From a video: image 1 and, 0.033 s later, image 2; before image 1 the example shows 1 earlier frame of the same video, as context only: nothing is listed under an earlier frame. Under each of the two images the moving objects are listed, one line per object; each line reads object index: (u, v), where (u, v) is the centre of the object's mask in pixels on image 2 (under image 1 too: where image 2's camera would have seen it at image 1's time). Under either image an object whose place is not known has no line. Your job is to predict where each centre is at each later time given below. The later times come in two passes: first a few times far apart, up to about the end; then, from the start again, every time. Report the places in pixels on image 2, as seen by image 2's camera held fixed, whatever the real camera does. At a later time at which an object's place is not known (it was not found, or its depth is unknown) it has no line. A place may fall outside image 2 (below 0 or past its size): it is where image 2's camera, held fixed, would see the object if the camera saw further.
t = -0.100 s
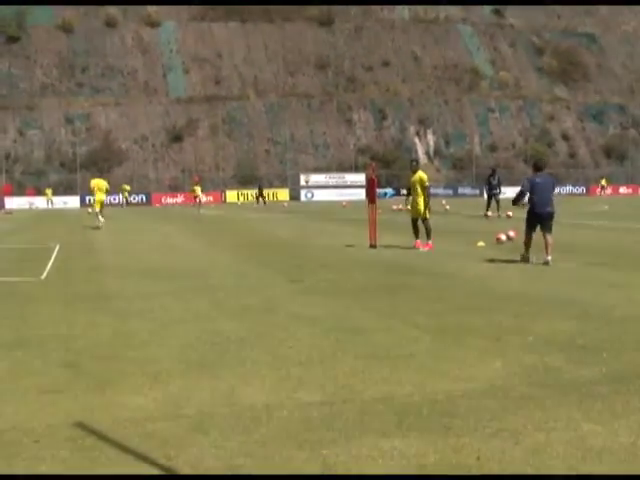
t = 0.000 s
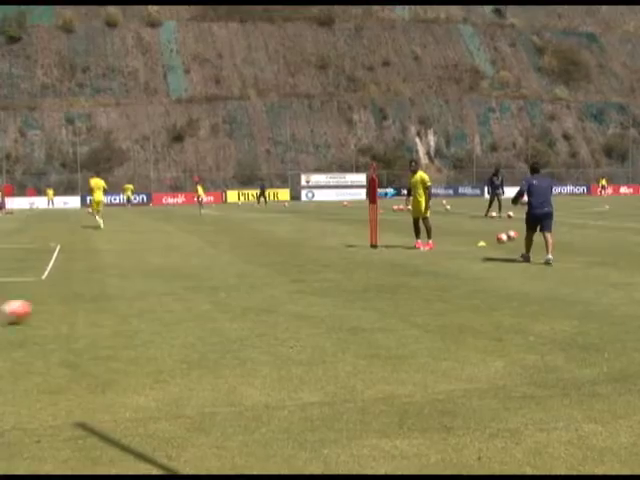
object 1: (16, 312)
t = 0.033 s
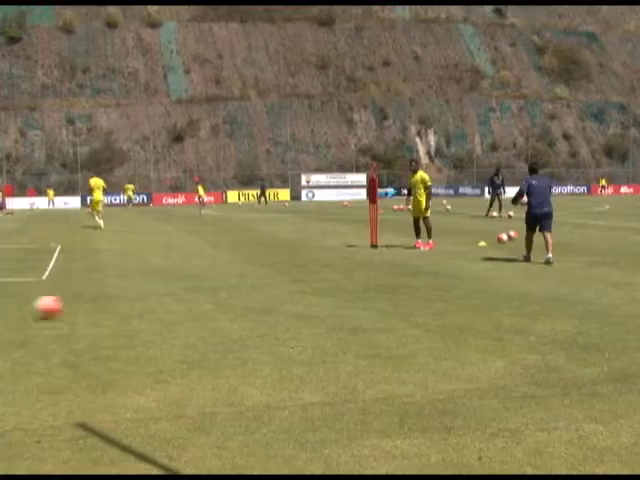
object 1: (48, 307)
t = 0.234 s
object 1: (192, 289)
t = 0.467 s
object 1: (303, 271)
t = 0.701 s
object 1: (377, 262)
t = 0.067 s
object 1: (77, 304)
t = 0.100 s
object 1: (105, 301)
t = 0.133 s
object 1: (128, 297)
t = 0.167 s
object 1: (151, 293)
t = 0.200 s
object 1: (172, 291)
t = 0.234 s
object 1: (192, 289)
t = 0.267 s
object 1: (211, 286)
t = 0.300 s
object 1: (229, 283)
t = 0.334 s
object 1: (246, 281)
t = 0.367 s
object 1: (261, 279)
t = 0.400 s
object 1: (276, 277)
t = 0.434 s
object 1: (290, 274)
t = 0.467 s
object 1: (303, 271)
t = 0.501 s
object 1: (314, 269)
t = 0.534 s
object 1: (326, 268)
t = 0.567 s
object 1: (338, 266)
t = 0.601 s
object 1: (348, 265)
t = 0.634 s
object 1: (359, 265)
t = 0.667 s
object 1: (369, 264)
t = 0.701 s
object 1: (377, 262)
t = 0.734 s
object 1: (386, 260)
